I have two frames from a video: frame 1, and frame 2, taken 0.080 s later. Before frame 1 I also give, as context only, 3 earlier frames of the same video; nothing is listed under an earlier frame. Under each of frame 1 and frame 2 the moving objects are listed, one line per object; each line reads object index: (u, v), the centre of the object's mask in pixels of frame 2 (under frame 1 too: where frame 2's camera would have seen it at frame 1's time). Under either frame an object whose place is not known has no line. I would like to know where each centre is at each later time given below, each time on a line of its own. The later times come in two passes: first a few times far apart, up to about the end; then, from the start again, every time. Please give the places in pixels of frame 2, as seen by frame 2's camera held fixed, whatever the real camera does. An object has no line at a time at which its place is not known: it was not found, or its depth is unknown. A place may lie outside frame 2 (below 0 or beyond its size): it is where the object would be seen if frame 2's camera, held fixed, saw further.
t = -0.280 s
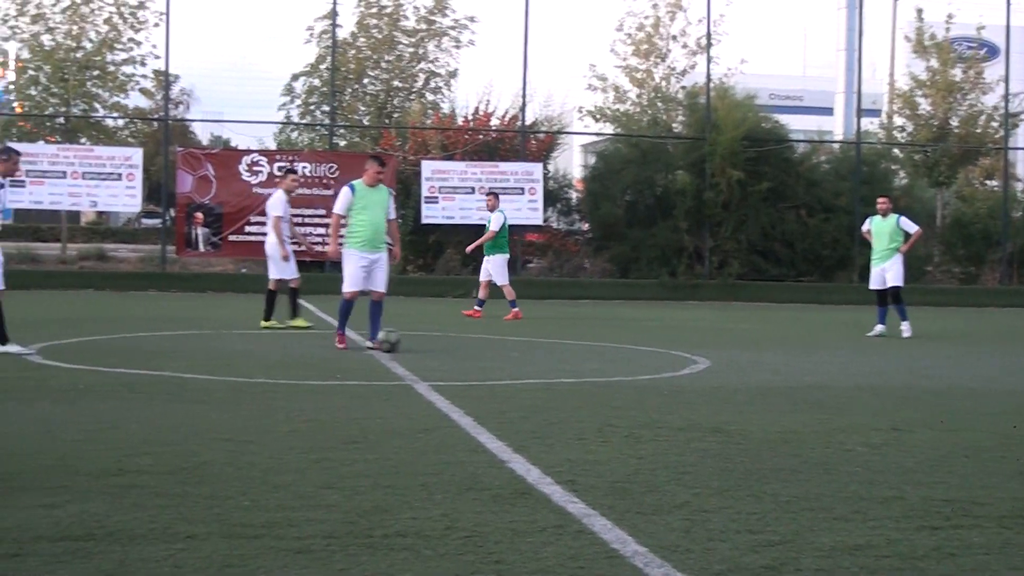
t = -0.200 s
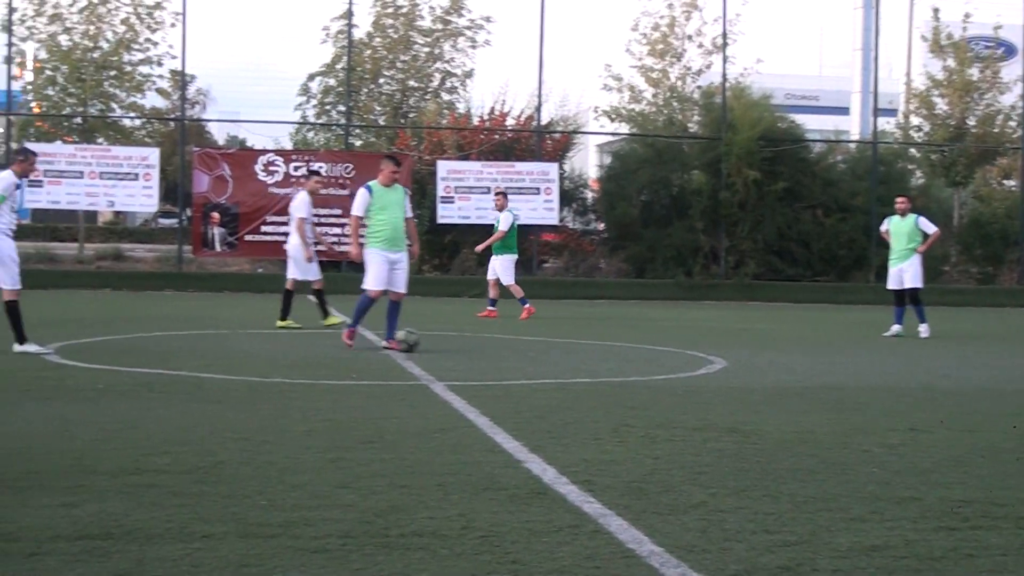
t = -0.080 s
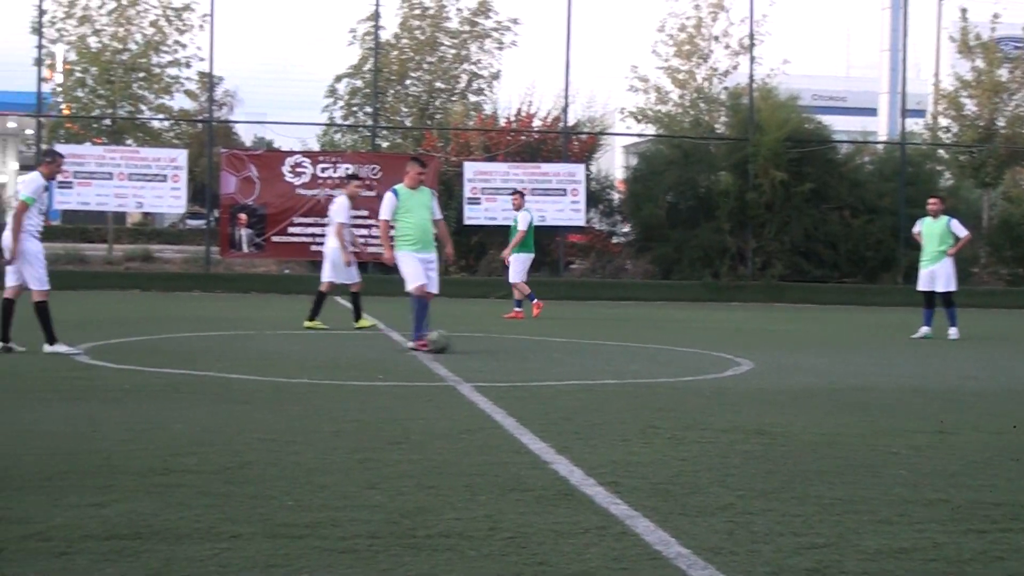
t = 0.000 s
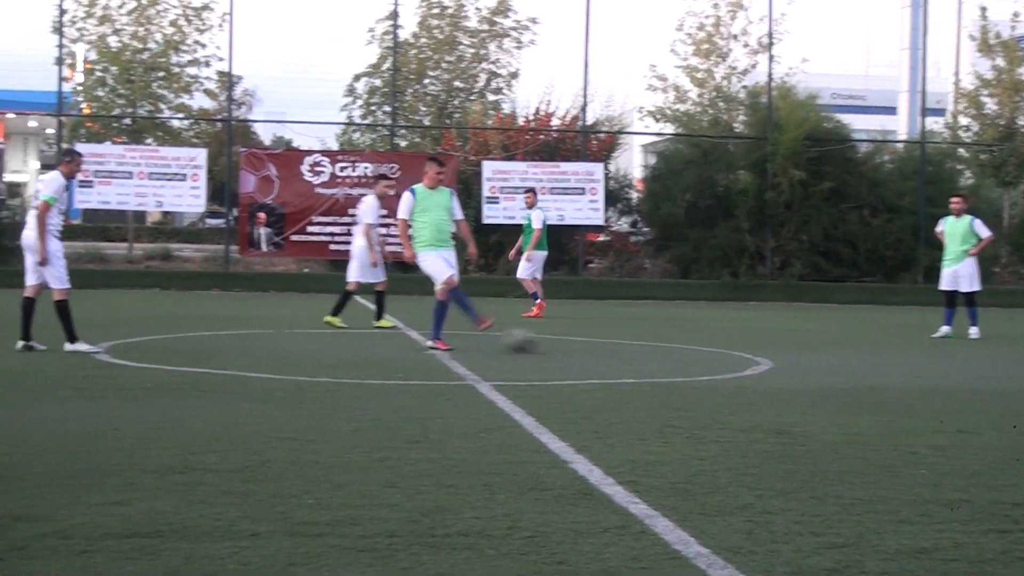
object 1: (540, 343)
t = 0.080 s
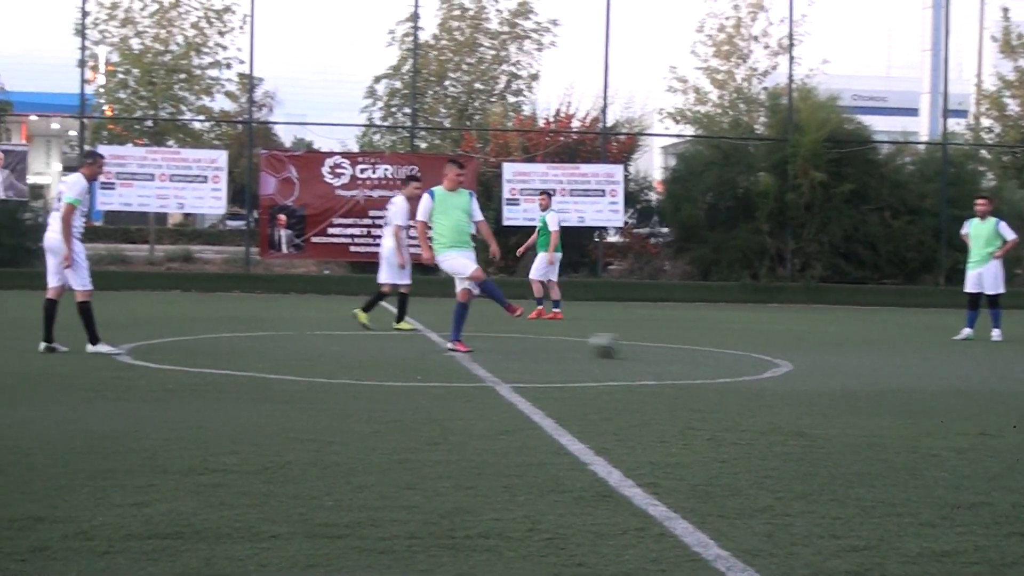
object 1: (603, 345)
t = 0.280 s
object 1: (744, 349)
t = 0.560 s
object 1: (906, 354)
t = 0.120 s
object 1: (633, 345)
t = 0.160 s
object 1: (663, 348)
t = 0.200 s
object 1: (693, 350)
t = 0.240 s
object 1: (718, 350)
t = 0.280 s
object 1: (744, 349)
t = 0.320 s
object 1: (772, 353)
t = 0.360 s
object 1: (795, 352)
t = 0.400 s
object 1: (818, 351)
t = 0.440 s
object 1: (839, 352)
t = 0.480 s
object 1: (863, 356)
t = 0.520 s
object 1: (884, 356)
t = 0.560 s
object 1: (906, 354)
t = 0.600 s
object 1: (927, 354)
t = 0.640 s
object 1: (949, 356)
